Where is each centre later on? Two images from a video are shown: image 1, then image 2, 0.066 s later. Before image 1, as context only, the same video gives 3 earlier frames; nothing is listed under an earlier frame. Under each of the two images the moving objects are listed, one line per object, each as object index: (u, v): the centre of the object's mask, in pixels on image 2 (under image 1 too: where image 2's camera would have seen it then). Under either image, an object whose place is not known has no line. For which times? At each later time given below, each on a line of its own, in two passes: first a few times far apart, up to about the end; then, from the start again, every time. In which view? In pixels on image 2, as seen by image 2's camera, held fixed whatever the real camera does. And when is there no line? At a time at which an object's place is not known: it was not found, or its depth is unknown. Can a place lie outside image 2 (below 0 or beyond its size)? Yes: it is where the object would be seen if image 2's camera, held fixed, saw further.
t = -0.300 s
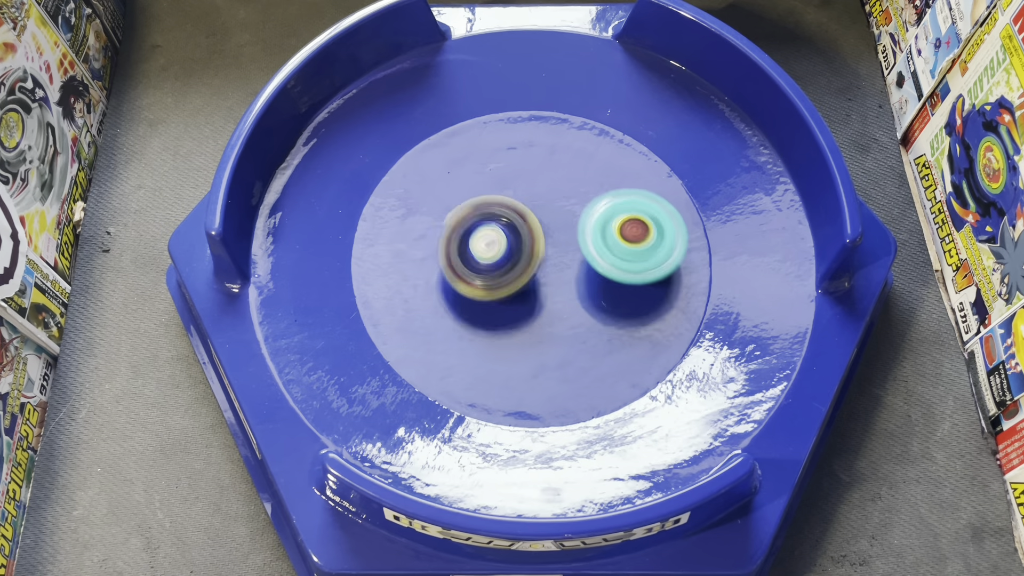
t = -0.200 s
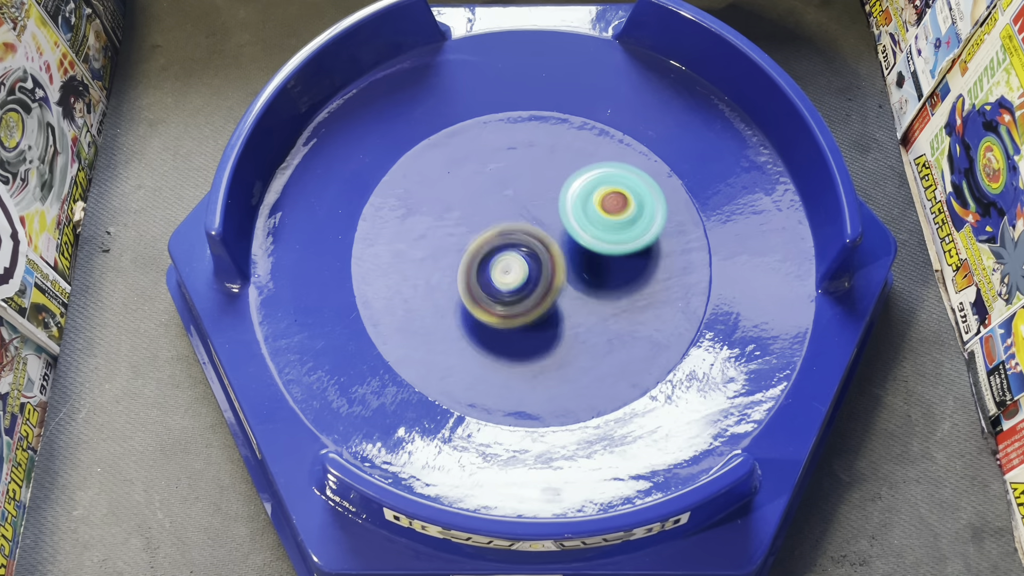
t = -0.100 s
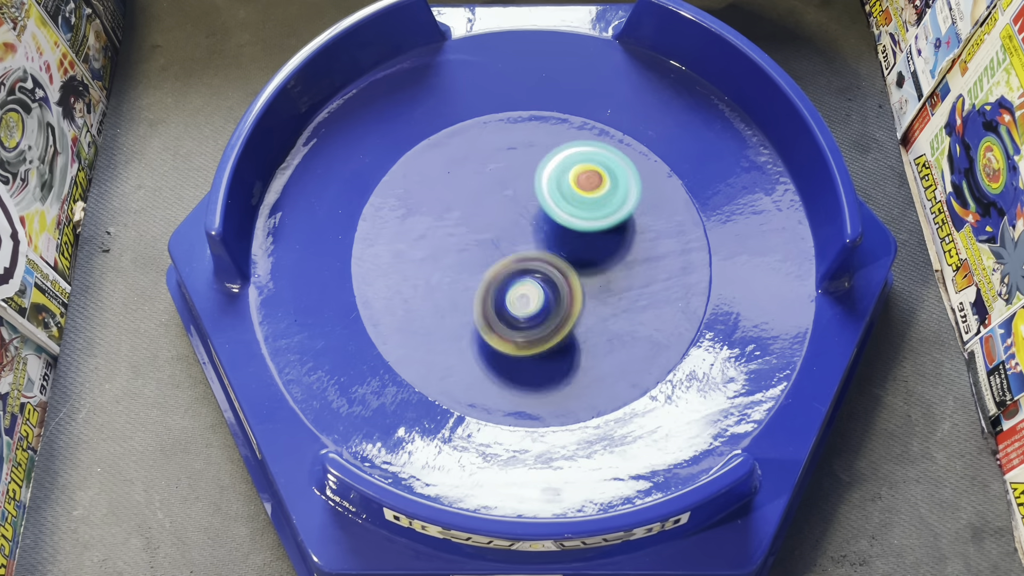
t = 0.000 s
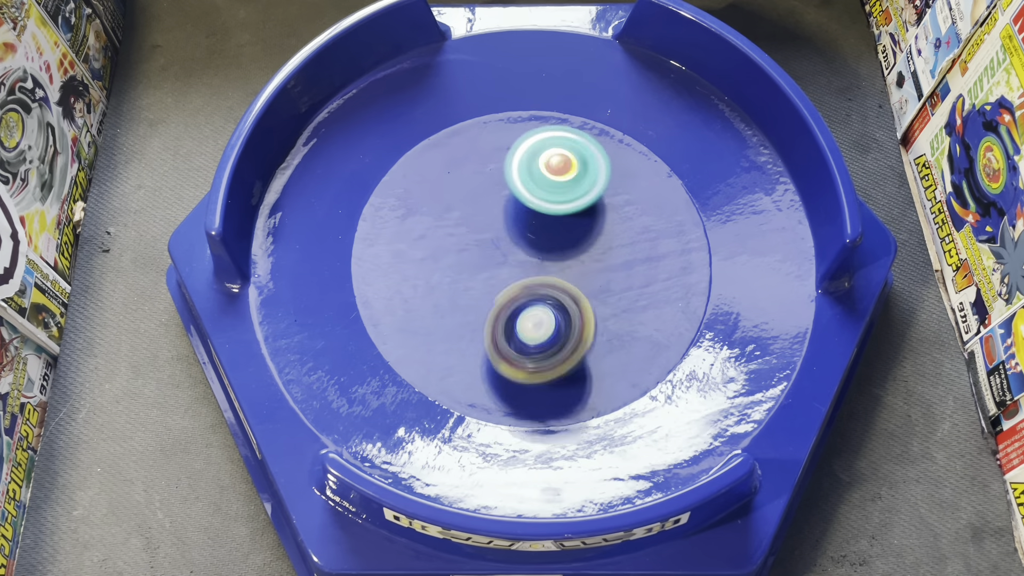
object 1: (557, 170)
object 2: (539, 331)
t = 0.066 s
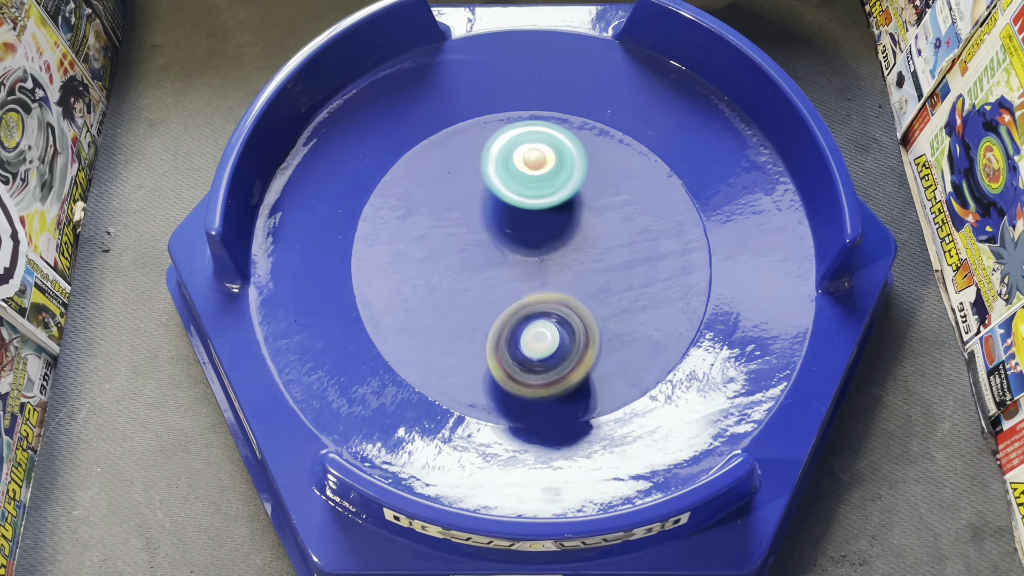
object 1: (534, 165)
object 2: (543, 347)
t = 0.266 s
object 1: (469, 176)
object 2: (542, 382)
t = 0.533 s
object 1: (427, 242)
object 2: (519, 401)
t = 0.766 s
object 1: (489, 268)
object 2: (455, 394)
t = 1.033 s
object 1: (709, 197)
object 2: (227, 327)
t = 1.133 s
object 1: (724, 160)
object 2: (149, 555)
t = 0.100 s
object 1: (523, 164)
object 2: (544, 354)
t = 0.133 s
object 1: (512, 163)
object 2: (544, 361)
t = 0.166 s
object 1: (500, 165)
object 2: (544, 367)
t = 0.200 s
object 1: (490, 168)
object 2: (544, 373)
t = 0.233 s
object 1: (479, 171)
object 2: (543, 377)
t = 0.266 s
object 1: (469, 176)
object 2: (542, 382)
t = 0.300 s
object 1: (459, 181)
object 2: (540, 386)
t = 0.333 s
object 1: (450, 187)
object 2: (537, 389)
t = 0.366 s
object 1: (443, 195)
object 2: (535, 392)
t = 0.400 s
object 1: (437, 203)
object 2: (533, 395)
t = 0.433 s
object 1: (433, 212)
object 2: (530, 397)
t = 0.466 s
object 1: (430, 221)
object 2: (527, 399)
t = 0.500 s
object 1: (428, 231)
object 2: (522, 401)
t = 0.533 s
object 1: (427, 242)
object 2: (519, 401)
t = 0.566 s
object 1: (428, 252)
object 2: (518, 400)
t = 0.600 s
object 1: (429, 263)
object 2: (515, 401)
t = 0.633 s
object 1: (432, 274)
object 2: (510, 399)
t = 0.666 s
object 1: (436, 285)
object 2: (506, 396)
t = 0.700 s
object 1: (442, 296)
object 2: (502, 393)
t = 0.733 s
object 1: (456, 294)
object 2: (488, 399)
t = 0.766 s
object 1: (489, 268)
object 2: (455, 394)
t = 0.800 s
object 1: (522, 254)
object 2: (419, 393)
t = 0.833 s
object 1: (556, 253)
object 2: (381, 387)
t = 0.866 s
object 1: (588, 257)
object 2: (349, 379)
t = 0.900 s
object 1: (618, 247)
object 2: (320, 354)
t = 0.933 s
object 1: (647, 237)
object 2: (296, 340)
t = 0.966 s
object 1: (673, 223)
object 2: (279, 328)
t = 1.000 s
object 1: (693, 210)
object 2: (259, 307)
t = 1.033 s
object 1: (709, 197)
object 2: (227, 327)
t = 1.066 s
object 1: (720, 185)
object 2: (192, 406)
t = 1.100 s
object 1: (725, 172)
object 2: (164, 502)
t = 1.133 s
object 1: (724, 160)
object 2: (149, 555)
